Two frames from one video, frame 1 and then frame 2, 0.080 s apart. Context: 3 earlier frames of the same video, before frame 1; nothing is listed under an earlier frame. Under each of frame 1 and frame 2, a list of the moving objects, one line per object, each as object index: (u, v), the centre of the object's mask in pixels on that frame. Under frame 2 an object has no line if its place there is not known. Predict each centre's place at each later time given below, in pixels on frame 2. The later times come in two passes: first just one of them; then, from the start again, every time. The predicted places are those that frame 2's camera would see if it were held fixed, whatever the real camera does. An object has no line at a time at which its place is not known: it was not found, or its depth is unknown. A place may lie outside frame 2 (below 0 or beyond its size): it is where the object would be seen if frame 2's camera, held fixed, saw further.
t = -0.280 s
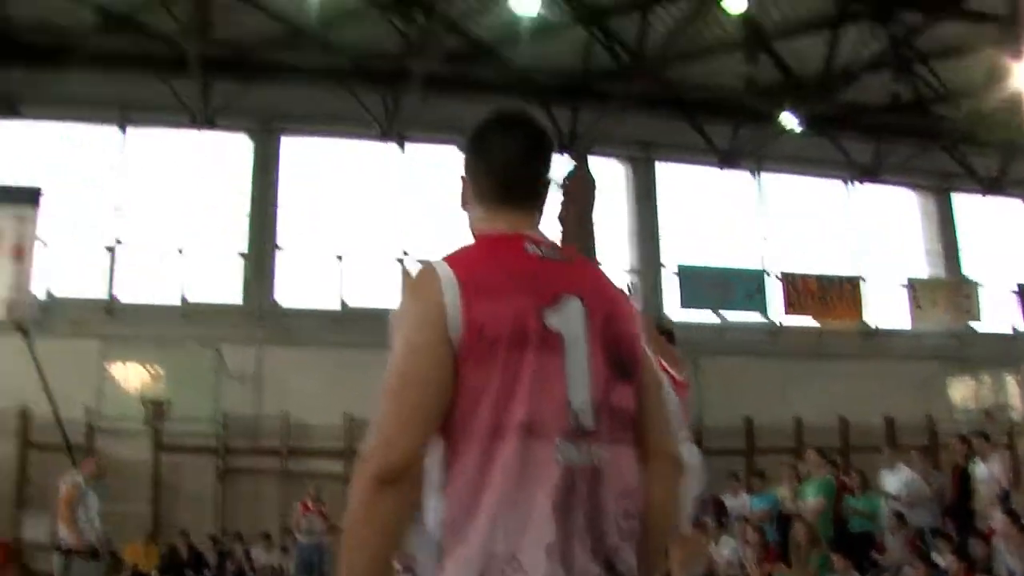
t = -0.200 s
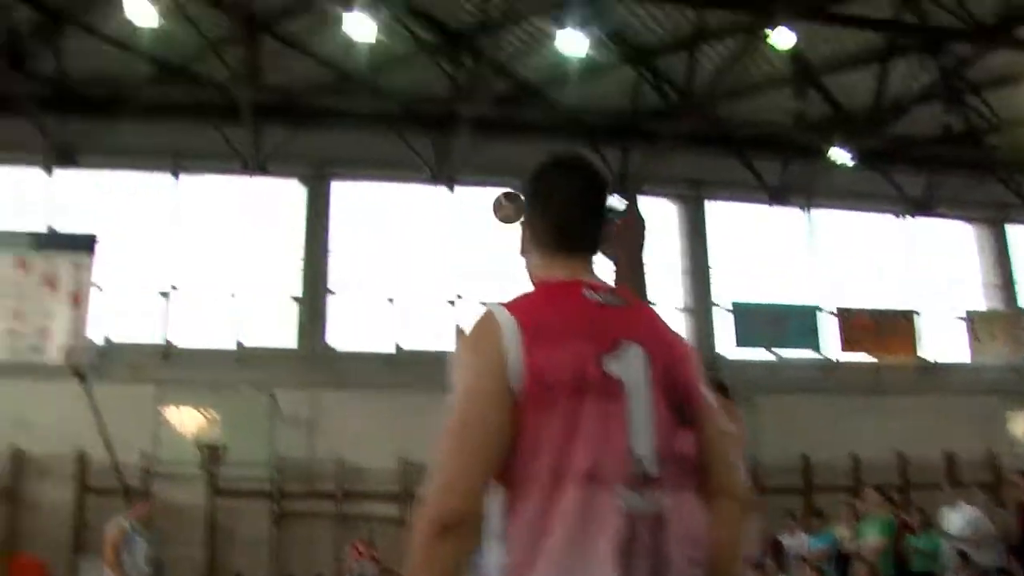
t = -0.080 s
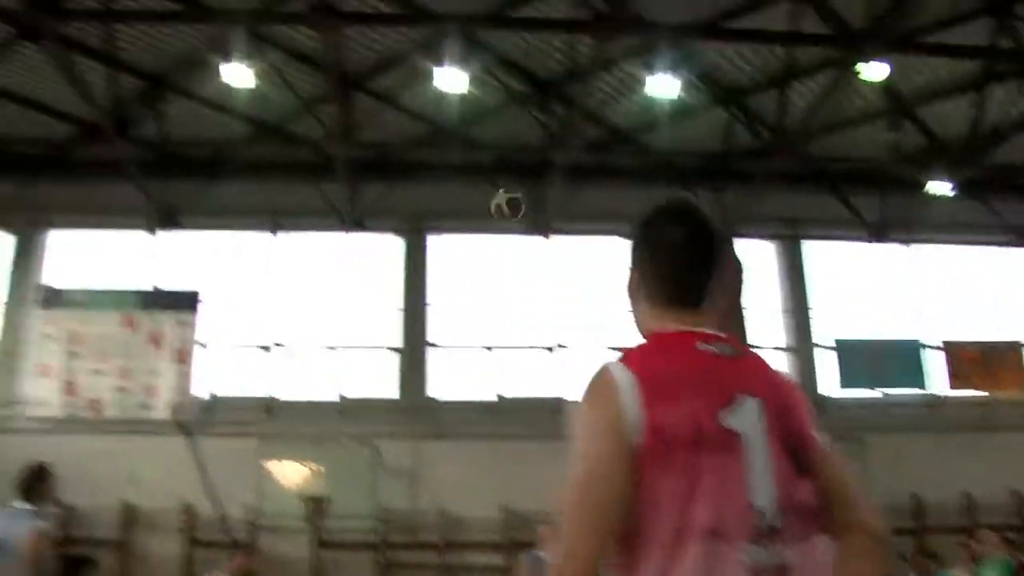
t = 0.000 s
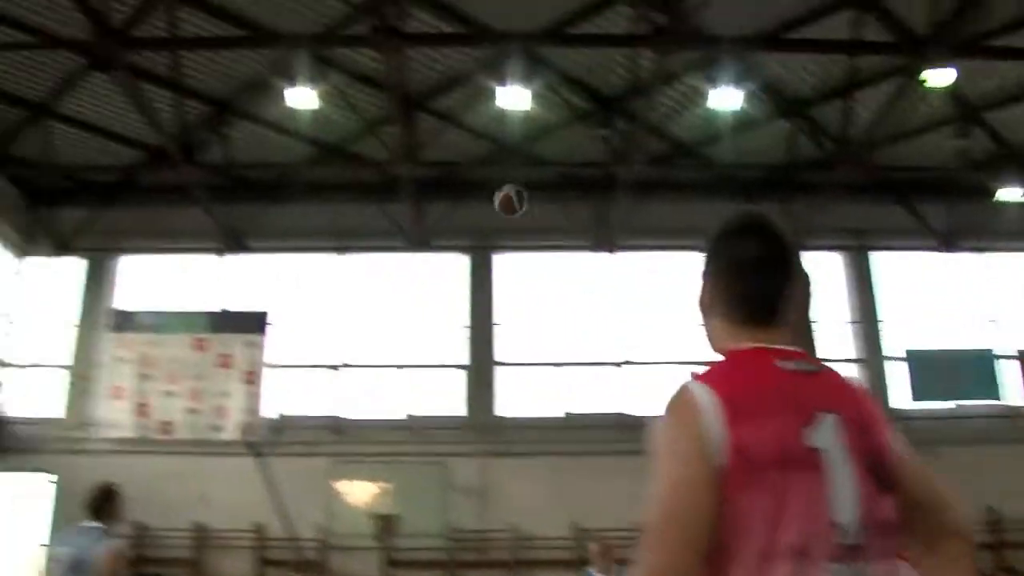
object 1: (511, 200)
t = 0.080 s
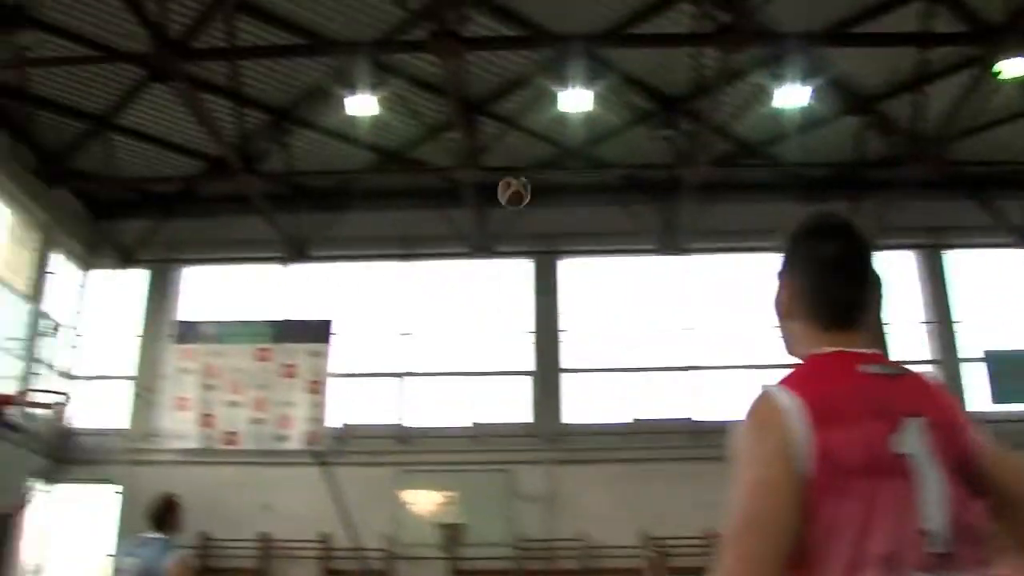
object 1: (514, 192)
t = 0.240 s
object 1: (404, 191)
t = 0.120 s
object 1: (486, 189)
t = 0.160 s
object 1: (458, 189)
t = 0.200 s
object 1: (430, 189)
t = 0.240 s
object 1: (404, 191)
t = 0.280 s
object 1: (376, 197)
